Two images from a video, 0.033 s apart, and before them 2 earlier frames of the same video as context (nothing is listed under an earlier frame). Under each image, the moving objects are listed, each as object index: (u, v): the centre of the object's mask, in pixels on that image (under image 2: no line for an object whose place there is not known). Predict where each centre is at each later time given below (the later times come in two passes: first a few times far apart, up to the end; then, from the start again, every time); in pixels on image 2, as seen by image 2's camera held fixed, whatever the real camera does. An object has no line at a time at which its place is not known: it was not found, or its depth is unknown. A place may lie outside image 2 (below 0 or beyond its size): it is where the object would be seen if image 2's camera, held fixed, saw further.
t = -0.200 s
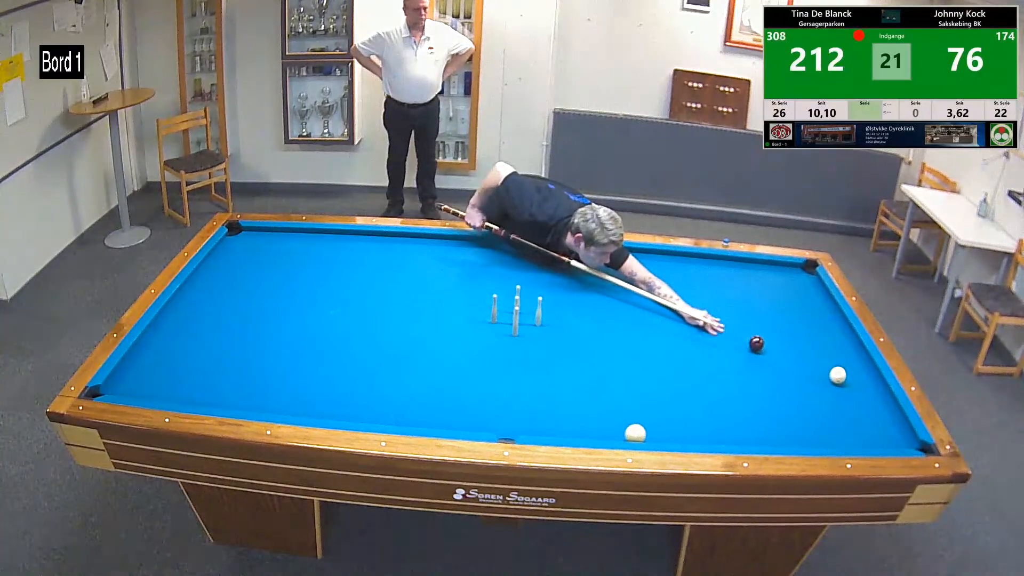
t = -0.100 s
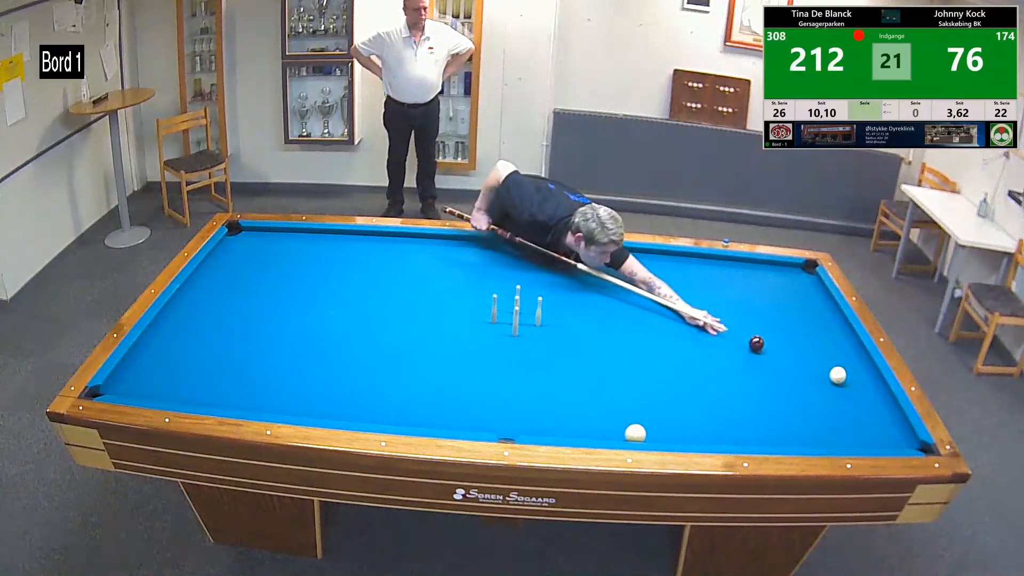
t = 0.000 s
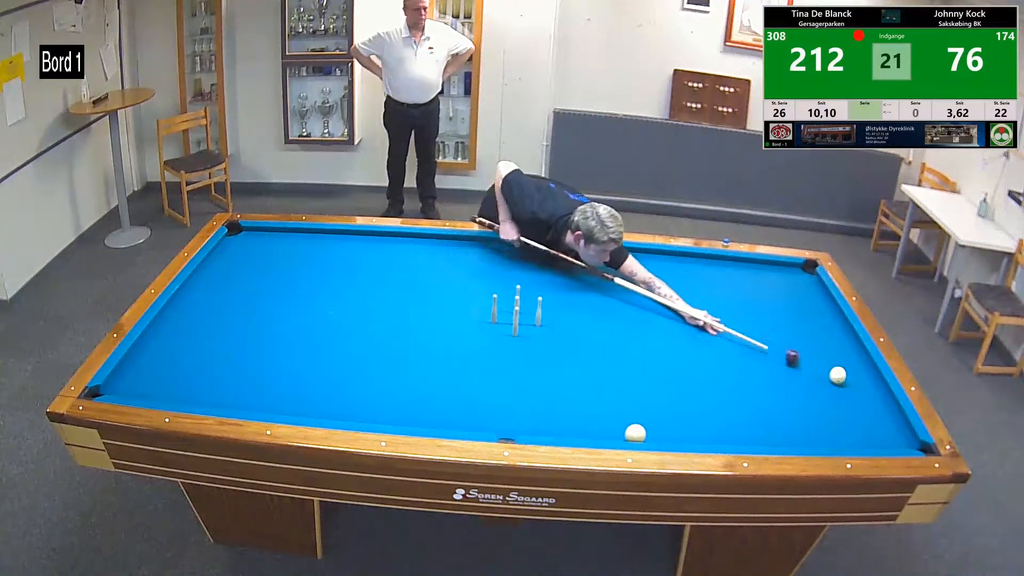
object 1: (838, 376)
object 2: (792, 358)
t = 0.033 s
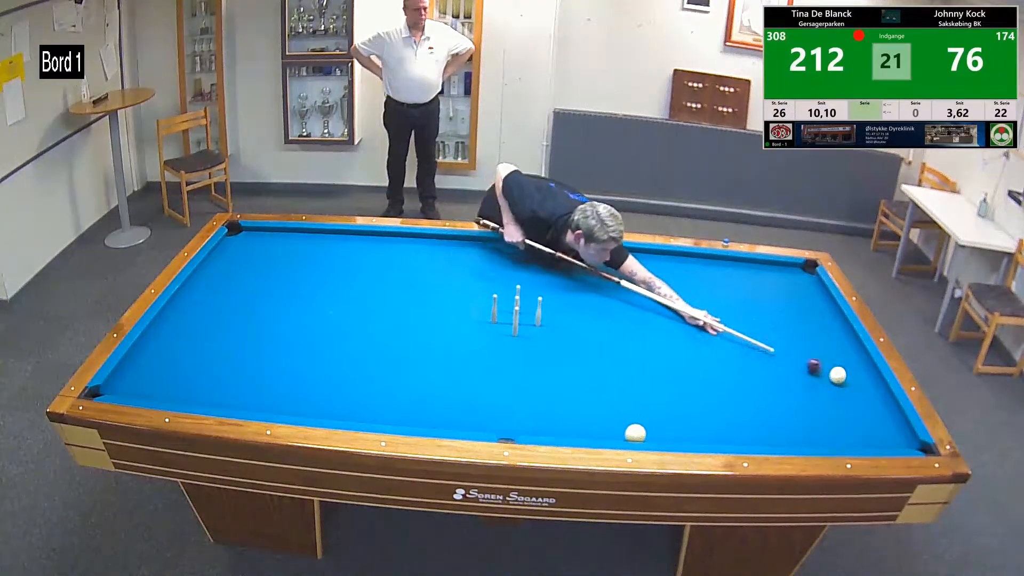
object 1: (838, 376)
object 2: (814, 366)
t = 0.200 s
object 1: (877, 407)
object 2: (829, 368)
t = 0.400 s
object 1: (833, 431)
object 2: (836, 366)
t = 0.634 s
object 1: (769, 433)
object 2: (843, 364)
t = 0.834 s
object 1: (705, 415)
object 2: (849, 362)
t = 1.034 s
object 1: (643, 397)
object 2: (854, 360)
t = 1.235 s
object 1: (582, 380)
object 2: (859, 359)
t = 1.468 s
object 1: (514, 360)
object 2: (865, 357)
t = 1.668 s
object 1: (460, 344)
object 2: (861, 354)
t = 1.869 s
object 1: (409, 329)
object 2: (856, 350)
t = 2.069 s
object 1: (363, 316)
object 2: (852, 347)
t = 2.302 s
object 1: (314, 301)
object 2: (847, 345)
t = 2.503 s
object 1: (276, 289)
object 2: (844, 342)
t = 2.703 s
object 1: (242, 279)
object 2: (841, 340)
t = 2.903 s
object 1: (211, 270)
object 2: (839, 338)
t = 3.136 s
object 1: (228, 260)
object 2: (836, 336)
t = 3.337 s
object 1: (256, 251)
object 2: (834, 335)
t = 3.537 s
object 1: (283, 244)
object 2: (832, 334)
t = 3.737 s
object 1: (310, 237)
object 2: (831, 333)
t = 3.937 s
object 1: (332, 233)
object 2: (830, 332)
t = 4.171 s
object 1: (351, 240)
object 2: (829, 332)
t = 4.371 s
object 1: (366, 245)
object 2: (828, 331)
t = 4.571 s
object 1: (382, 251)
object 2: (828, 331)
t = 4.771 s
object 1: (399, 257)
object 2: (828, 331)
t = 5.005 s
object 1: (418, 264)
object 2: (828, 331)
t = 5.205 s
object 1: (435, 270)
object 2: (828, 331)
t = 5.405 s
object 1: (452, 276)
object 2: (828, 331)
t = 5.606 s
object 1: (469, 282)
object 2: (828, 331)
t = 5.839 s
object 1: (489, 289)
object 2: (828, 331)
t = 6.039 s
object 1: (506, 296)
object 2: (828, 331)
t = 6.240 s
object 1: (524, 302)
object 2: (828, 331)
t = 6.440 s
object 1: (540, 308)
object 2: (828, 331)
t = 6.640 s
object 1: (557, 315)
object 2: (828, 331)
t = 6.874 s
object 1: (577, 322)
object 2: (828, 331)
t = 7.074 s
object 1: (593, 328)
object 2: (828, 331)
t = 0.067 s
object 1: (849, 381)
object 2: (825, 369)
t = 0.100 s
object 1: (870, 390)
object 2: (826, 369)
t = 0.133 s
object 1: (888, 398)
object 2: (827, 369)
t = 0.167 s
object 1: (885, 403)
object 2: (828, 368)
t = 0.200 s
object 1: (877, 407)
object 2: (829, 368)
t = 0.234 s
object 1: (870, 412)
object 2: (830, 367)
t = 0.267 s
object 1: (862, 416)
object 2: (832, 367)
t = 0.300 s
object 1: (855, 419)
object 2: (833, 367)
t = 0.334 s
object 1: (848, 423)
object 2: (834, 367)
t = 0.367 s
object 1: (841, 427)
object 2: (835, 366)
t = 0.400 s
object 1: (833, 431)
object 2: (836, 366)
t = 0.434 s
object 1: (826, 435)
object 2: (837, 366)
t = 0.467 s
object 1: (818, 438)
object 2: (838, 365)
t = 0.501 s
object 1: (811, 441)
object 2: (839, 365)
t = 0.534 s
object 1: (800, 439)
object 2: (840, 365)
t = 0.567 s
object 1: (789, 438)
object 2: (841, 364)
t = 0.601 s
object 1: (779, 436)
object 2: (842, 364)
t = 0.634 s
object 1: (769, 433)
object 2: (843, 364)
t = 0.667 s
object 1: (758, 429)
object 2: (844, 363)
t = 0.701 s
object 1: (748, 427)
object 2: (845, 363)
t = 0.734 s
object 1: (737, 424)
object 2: (846, 363)
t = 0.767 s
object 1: (726, 421)
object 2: (847, 362)
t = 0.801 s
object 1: (716, 418)
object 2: (848, 362)
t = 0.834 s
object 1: (705, 415)
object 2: (849, 362)
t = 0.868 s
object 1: (695, 412)
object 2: (850, 362)
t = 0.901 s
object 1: (685, 409)
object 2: (851, 361)
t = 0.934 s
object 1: (674, 406)
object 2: (852, 361)
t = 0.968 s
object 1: (663, 403)
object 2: (853, 361)
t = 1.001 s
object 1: (653, 400)
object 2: (853, 360)
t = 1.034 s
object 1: (643, 397)
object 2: (854, 360)
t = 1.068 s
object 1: (632, 394)
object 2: (855, 360)
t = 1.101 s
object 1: (622, 391)
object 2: (856, 359)
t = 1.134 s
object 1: (612, 388)
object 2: (857, 359)
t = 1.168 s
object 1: (601, 385)
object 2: (858, 359)
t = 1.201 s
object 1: (592, 382)
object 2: (858, 359)
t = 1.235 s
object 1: (582, 380)
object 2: (859, 359)
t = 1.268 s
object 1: (572, 377)
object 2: (860, 358)
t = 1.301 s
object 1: (562, 374)
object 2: (861, 358)
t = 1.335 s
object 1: (552, 371)
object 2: (862, 358)
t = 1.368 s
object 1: (542, 368)
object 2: (862, 358)
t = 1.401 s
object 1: (533, 366)
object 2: (863, 357)
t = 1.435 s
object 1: (523, 363)
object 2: (864, 357)
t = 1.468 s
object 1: (514, 360)
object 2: (865, 357)
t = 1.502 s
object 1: (505, 357)
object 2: (864, 357)
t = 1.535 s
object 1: (495, 355)
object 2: (864, 356)
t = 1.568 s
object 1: (486, 352)
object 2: (863, 355)
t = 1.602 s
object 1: (478, 349)
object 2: (862, 355)
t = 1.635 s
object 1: (469, 347)
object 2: (861, 354)
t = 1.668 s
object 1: (460, 344)
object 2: (861, 354)
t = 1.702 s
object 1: (451, 342)
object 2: (860, 353)
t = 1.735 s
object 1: (443, 339)
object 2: (859, 352)
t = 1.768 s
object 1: (434, 337)
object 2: (858, 352)
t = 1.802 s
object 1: (426, 334)
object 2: (858, 351)
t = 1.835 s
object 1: (418, 332)
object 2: (857, 351)
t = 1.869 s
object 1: (409, 329)
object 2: (856, 350)
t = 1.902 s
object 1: (401, 327)
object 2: (855, 350)
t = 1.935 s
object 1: (394, 325)
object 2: (855, 349)
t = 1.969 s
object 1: (386, 322)
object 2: (854, 349)
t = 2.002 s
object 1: (378, 320)
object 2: (853, 348)
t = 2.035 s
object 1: (371, 318)
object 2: (852, 348)
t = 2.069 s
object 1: (363, 316)
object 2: (852, 347)
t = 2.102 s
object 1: (356, 313)
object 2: (851, 347)
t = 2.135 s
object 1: (349, 311)
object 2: (851, 347)
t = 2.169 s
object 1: (342, 309)
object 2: (850, 346)
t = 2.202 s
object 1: (335, 307)
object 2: (849, 346)
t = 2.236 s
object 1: (328, 305)
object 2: (849, 345)
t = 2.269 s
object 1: (321, 303)
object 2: (848, 345)
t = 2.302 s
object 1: (314, 301)
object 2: (847, 345)
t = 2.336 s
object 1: (308, 299)
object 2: (847, 344)
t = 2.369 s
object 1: (301, 297)
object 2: (846, 344)
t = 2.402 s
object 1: (295, 295)
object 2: (846, 343)
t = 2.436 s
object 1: (289, 293)
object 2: (845, 343)
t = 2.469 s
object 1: (282, 291)
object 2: (845, 343)
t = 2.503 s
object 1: (276, 289)
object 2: (844, 342)
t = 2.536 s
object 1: (270, 288)
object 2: (844, 342)
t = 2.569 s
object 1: (265, 286)
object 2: (843, 341)
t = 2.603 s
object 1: (259, 284)
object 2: (843, 341)
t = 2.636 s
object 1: (253, 282)
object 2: (842, 341)
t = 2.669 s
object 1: (247, 281)
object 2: (842, 340)
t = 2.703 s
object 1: (242, 279)
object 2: (841, 340)
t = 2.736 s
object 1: (237, 277)
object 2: (841, 340)
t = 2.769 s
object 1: (231, 276)
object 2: (840, 339)
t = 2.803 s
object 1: (226, 274)
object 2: (840, 339)
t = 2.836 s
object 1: (221, 273)
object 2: (839, 339)
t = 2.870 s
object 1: (216, 271)
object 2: (839, 338)
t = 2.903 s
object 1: (211, 270)
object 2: (839, 338)
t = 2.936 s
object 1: (206, 268)
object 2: (838, 338)
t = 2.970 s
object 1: (202, 267)
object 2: (838, 338)
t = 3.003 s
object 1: (208, 265)
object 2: (837, 337)
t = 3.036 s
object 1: (213, 264)
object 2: (837, 337)
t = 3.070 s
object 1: (218, 262)
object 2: (837, 337)
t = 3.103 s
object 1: (223, 261)
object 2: (836, 336)
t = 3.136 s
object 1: (228, 260)
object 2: (836, 336)
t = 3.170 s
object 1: (233, 258)
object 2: (836, 336)
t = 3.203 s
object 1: (238, 257)
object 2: (835, 336)
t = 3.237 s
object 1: (242, 256)
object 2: (835, 336)
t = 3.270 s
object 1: (247, 254)
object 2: (835, 335)
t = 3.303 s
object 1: (252, 253)
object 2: (834, 335)
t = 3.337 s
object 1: (256, 251)
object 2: (834, 335)
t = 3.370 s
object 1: (261, 250)
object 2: (834, 335)
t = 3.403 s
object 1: (265, 249)
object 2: (833, 335)
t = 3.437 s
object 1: (270, 248)
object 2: (833, 334)
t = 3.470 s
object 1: (275, 246)
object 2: (833, 334)
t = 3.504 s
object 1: (279, 245)
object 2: (833, 334)
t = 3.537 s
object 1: (283, 244)
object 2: (832, 334)
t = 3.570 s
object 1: (288, 242)
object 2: (832, 333)
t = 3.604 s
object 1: (292, 241)
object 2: (832, 333)
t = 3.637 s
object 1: (297, 240)
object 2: (831, 333)
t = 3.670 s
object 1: (301, 239)
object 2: (831, 333)
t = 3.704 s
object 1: (306, 238)
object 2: (831, 333)
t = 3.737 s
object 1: (310, 237)
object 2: (831, 333)
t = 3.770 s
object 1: (314, 235)
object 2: (831, 333)
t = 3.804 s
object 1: (319, 234)
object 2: (831, 332)
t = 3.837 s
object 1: (323, 233)
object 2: (830, 332)
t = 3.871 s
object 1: (327, 232)
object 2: (830, 332)
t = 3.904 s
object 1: (330, 232)
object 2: (830, 332)
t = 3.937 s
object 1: (332, 233)
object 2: (830, 332)
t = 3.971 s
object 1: (335, 234)
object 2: (830, 332)
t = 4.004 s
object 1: (338, 235)
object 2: (830, 332)
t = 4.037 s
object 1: (340, 236)
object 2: (829, 332)
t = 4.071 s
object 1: (343, 237)
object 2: (829, 332)
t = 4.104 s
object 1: (345, 238)
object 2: (829, 332)
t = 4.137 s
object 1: (348, 239)
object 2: (829, 332)
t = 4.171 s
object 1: (351, 240)
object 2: (829, 332)
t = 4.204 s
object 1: (353, 241)
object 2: (829, 332)
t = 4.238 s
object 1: (356, 242)
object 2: (829, 332)
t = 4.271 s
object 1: (358, 242)
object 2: (828, 332)
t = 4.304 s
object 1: (361, 243)
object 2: (828, 332)
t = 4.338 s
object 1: (363, 244)
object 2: (828, 331)
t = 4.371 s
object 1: (366, 245)
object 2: (828, 331)
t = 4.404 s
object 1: (369, 246)
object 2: (828, 331)
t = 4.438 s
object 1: (372, 247)
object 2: (828, 331)
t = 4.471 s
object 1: (374, 248)
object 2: (828, 331)
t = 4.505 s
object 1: (377, 249)
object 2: (828, 331)
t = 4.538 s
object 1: (380, 250)
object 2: (828, 331)
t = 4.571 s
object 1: (382, 251)
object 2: (828, 331)
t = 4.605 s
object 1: (385, 252)
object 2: (828, 331)
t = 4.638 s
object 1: (388, 253)
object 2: (828, 331)
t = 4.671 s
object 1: (390, 254)
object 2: (828, 331)
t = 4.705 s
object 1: (393, 255)
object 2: (828, 331)
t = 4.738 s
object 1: (396, 256)
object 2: (828, 331)
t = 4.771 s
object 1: (399, 257)
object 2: (828, 331)
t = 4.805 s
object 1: (401, 258)
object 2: (828, 331)
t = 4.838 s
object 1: (404, 259)
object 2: (828, 331)
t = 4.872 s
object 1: (407, 260)
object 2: (828, 331)
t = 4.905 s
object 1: (410, 261)
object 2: (828, 331)
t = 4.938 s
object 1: (412, 262)
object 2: (828, 331)
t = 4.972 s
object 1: (415, 263)
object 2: (828, 331)
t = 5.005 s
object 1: (418, 264)
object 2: (828, 331)
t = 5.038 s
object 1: (421, 265)
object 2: (828, 331)
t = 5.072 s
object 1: (423, 266)
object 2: (828, 331)
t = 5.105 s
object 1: (426, 267)
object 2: (828, 331)
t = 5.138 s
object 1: (429, 268)
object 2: (828, 331)
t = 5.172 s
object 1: (432, 269)
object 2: (828, 331)
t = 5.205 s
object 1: (435, 270)
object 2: (828, 331)
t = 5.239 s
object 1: (438, 271)
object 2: (828, 331)
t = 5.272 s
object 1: (440, 272)
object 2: (828, 331)
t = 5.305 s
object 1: (443, 273)
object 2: (828, 331)
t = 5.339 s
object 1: (446, 274)
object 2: (828, 331)
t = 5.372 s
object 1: (449, 275)
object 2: (828, 331)
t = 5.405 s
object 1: (452, 276)
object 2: (828, 331)
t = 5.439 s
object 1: (455, 277)
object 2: (828, 331)
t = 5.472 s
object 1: (457, 278)
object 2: (828, 331)
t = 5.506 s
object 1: (460, 279)
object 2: (828, 331)
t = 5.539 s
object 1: (463, 280)
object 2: (828, 331)
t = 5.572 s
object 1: (466, 281)
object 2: (828, 331)
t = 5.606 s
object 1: (469, 282)
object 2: (828, 331)
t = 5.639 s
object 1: (472, 283)
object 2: (828, 331)
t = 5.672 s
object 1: (475, 284)
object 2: (828, 331)
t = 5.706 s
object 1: (477, 285)
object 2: (828, 331)
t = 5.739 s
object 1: (480, 286)
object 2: (828, 331)
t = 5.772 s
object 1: (483, 287)
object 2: (828, 331)
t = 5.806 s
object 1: (486, 288)
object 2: (828, 331)
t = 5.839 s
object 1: (489, 289)
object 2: (828, 331)
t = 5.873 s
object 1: (492, 290)
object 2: (828, 331)
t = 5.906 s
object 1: (495, 291)
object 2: (828, 331)
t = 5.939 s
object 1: (497, 293)
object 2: (828, 331)
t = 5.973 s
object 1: (500, 293)
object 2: (828, 331)
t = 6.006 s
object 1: (503, 295)
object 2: (828, 331)
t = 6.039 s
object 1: (506, 296)
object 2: (828, 331)
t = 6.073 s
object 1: (508, 297)
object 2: (828, 331)
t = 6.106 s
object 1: (510, 298)
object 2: (828, 331)
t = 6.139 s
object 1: (514, 299)
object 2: (828, 331)
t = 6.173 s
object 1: (517, 299)
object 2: (828, 331)
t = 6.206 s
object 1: (520, 301)
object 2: (828, 331)
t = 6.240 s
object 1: (524, 302)
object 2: (828, 331)
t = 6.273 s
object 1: (526, 303)
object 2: (828, 331)
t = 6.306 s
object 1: (529, 304)
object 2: (828, 331)
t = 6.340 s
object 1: (531, 305)
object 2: (828, 331)
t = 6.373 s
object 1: (533, 306)
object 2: (828, 331)
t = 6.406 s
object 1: (537, 307)
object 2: (828, 331)
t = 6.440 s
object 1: (540, 308)
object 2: (828, 331)
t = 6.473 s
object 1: (543, 309)
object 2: (828, 331)
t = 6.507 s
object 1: (546, 310)
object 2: (828, 331)
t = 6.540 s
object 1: (549, 312)
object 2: (828, 331)
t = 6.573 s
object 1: (551, 313)
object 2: (828, 331)
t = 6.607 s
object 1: (554, 314)
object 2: (828, 331)
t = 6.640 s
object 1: (557, 315)
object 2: (828, 331)
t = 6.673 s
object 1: (560, 316)
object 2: (828, 331)
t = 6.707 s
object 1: (563, 317)
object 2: (828, 331)
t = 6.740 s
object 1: (565, 318)
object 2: (828, 331)
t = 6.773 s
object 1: (568, 319)
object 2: (828, 331)
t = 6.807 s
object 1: (571, 320)
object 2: (828, 331)
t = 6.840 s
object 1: (574, 321)
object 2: (828, 331)
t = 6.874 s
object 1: (577, 322)
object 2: (828, 331)
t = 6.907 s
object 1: (579, 323)
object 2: (828, 331)
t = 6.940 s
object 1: (582, 324)
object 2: (828, 331)
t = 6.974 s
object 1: (585, 325)
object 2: (828, 331)
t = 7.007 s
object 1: (588, 326)
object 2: (828, 331)
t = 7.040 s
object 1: (590, 327)
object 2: (828, 331)
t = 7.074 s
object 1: (593, 328)
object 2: (828, 331)
